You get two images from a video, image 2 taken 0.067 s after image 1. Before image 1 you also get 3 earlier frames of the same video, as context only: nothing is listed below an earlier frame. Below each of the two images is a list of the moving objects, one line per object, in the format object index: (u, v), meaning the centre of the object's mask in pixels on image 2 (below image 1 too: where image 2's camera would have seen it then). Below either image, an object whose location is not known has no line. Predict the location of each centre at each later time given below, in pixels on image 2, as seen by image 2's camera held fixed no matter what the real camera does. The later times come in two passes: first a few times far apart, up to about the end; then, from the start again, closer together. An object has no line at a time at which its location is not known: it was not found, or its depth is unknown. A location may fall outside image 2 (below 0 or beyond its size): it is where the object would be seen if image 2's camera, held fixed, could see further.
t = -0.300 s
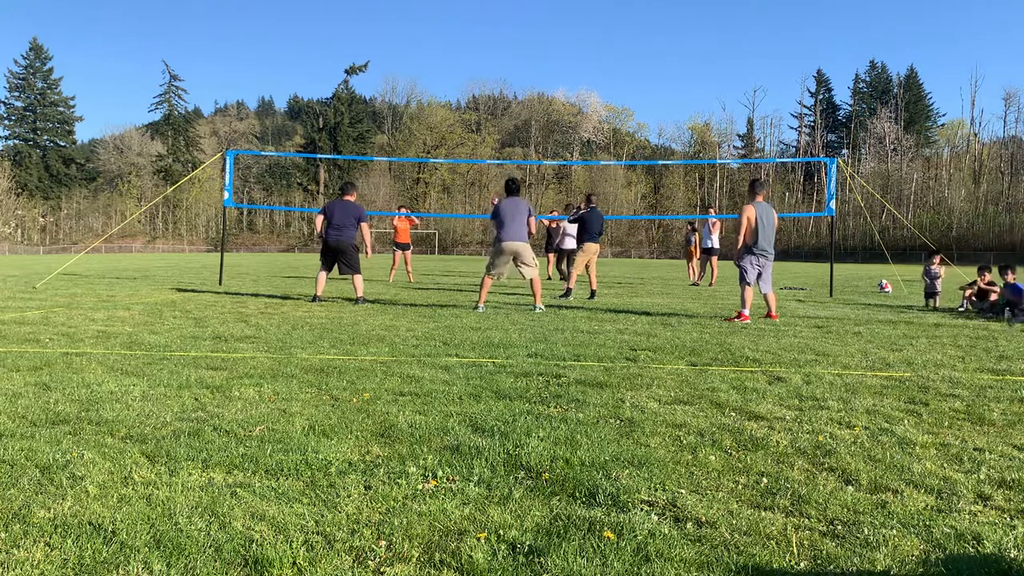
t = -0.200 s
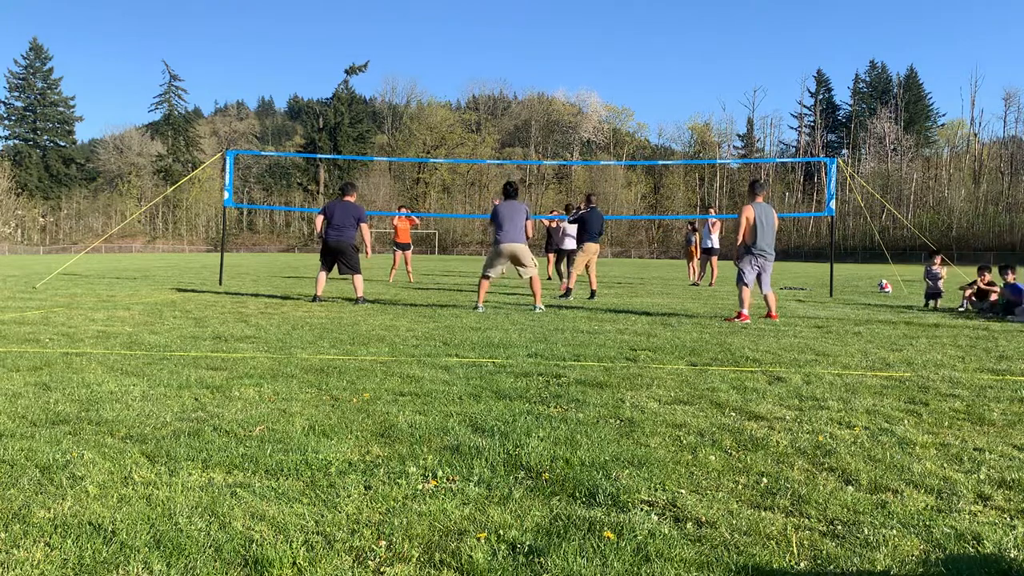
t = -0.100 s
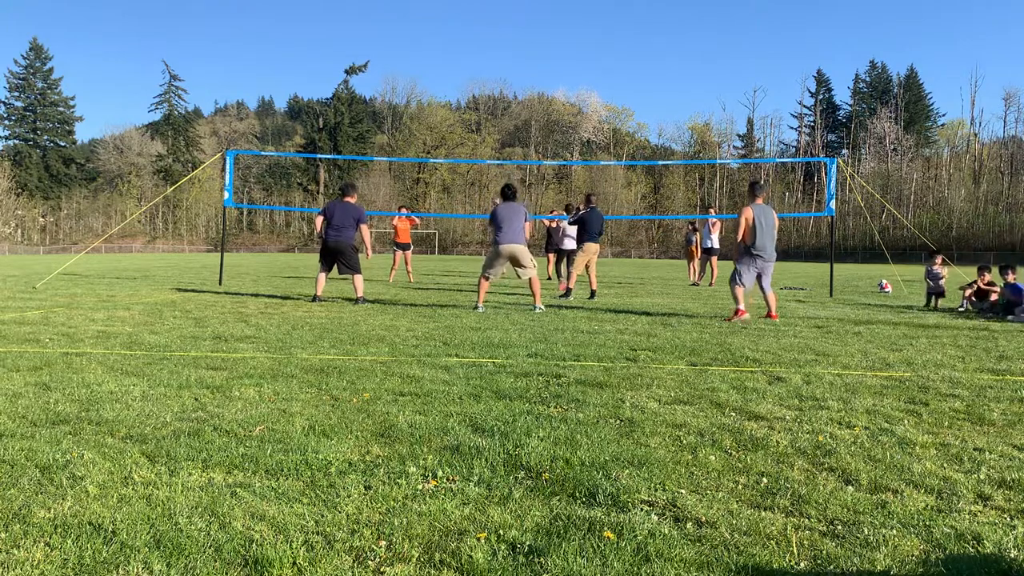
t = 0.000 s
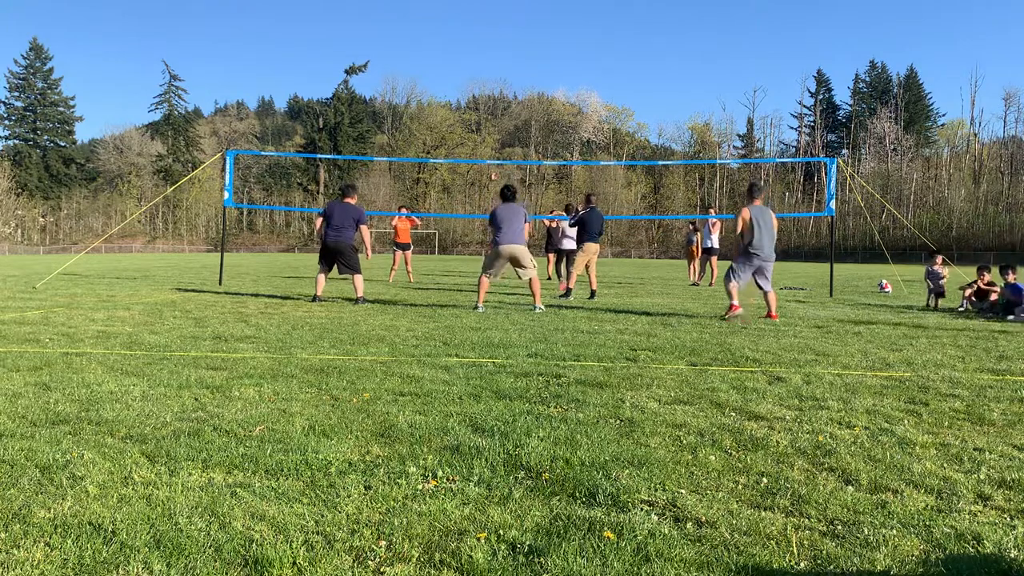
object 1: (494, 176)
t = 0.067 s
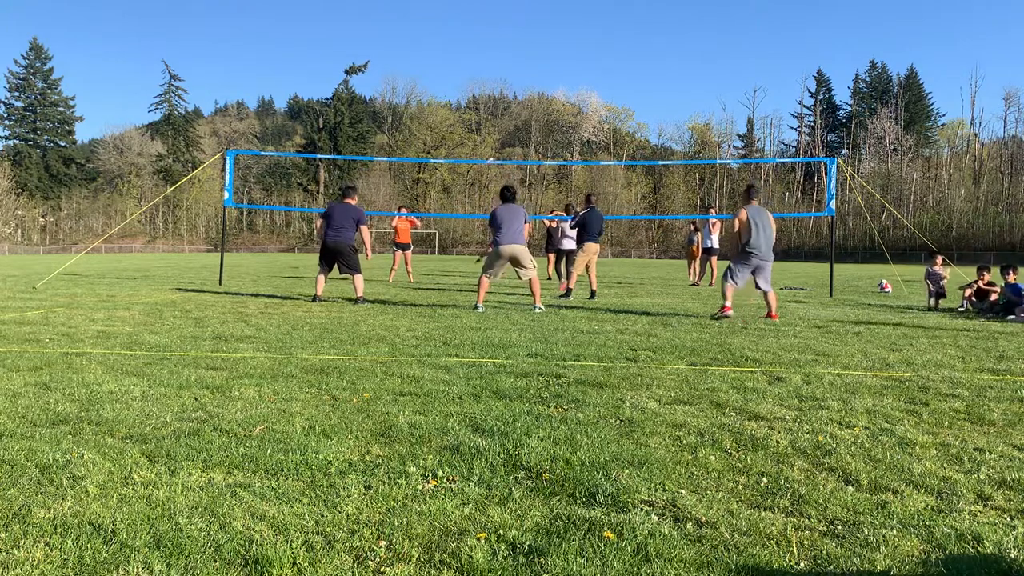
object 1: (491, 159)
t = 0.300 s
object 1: (482, 112)
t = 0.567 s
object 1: (465, 78)
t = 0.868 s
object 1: (442, 77)
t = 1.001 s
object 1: (430, 99)
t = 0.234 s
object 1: (484, 124)
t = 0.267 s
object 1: (483, 118)
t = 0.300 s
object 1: (482, 112)
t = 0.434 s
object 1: (473, 92)
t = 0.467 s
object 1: (471, 88)
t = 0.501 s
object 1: (469, 84)
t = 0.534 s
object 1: (467, 81)
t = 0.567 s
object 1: (465, 78)
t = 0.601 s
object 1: (463, 76)
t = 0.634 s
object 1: (461, 74)
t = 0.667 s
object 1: (458, 72)
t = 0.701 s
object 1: (456, 71)
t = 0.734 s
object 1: (453, 71)
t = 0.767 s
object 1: (451, 71)
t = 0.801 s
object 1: (448, 72)
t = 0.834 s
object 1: (445, 74)
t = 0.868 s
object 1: (442, 77)
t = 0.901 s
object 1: (439, 81)
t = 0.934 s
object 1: (437, 86)
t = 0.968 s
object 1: (434, 92)
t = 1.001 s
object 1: (430, 99)
